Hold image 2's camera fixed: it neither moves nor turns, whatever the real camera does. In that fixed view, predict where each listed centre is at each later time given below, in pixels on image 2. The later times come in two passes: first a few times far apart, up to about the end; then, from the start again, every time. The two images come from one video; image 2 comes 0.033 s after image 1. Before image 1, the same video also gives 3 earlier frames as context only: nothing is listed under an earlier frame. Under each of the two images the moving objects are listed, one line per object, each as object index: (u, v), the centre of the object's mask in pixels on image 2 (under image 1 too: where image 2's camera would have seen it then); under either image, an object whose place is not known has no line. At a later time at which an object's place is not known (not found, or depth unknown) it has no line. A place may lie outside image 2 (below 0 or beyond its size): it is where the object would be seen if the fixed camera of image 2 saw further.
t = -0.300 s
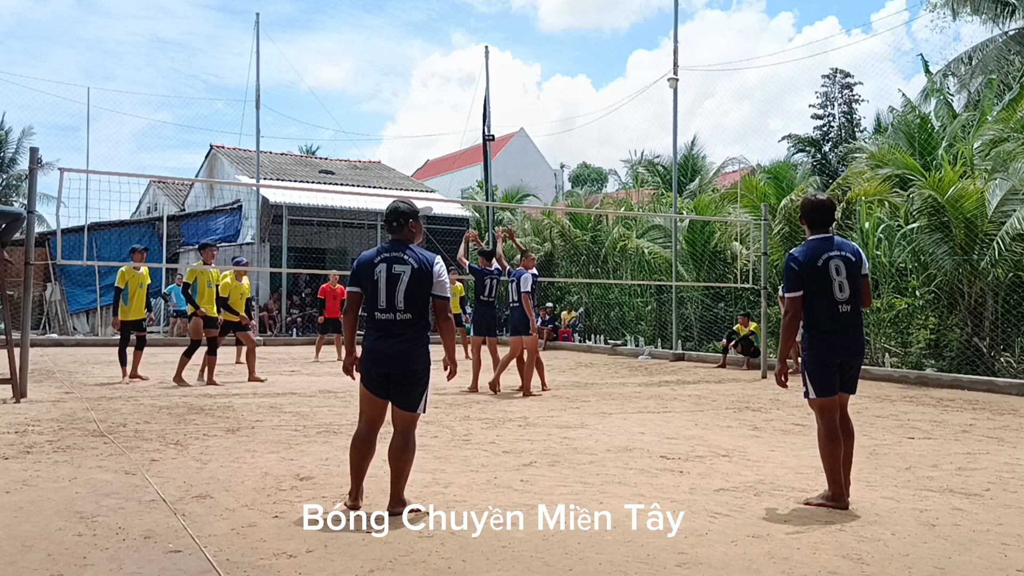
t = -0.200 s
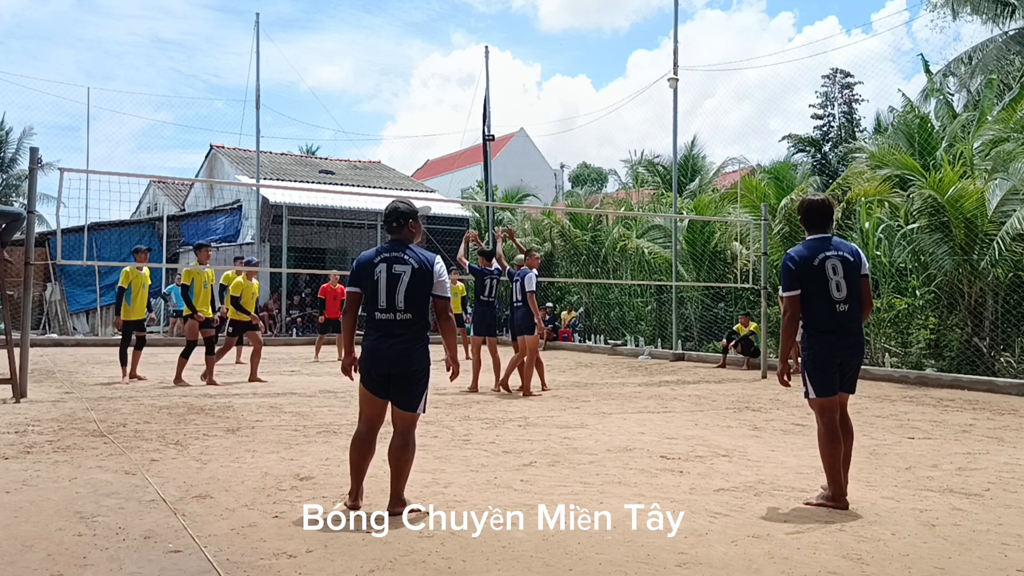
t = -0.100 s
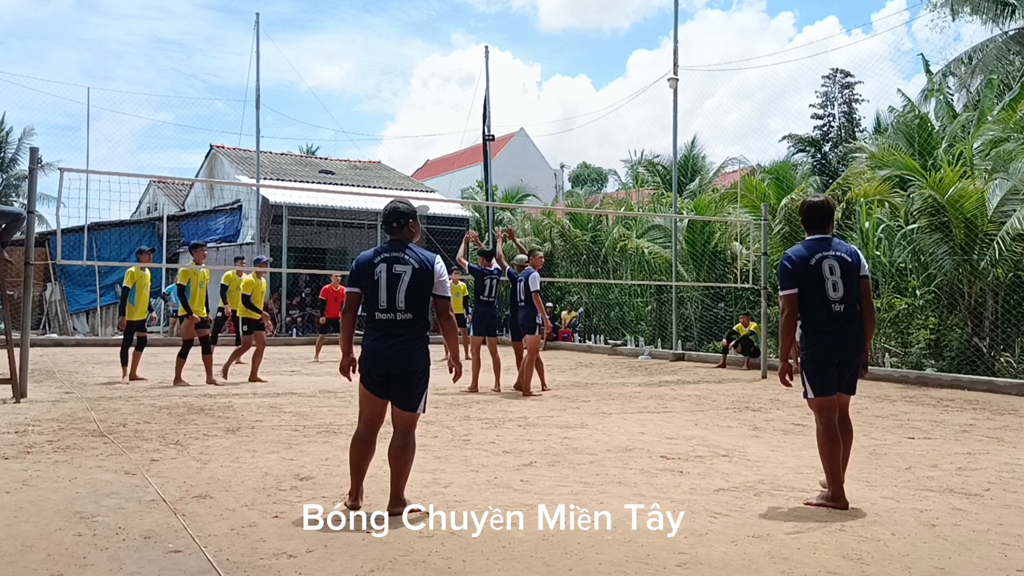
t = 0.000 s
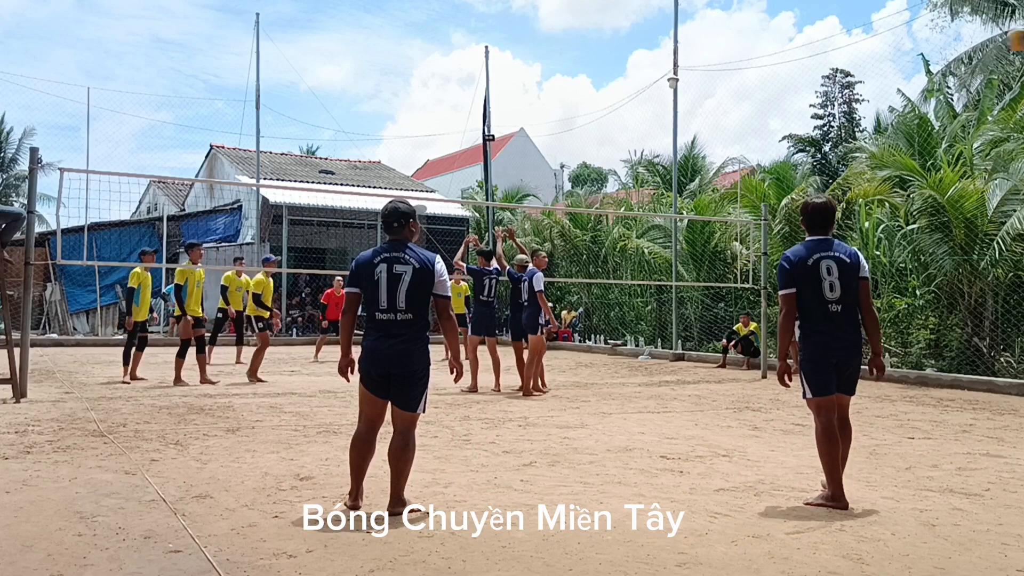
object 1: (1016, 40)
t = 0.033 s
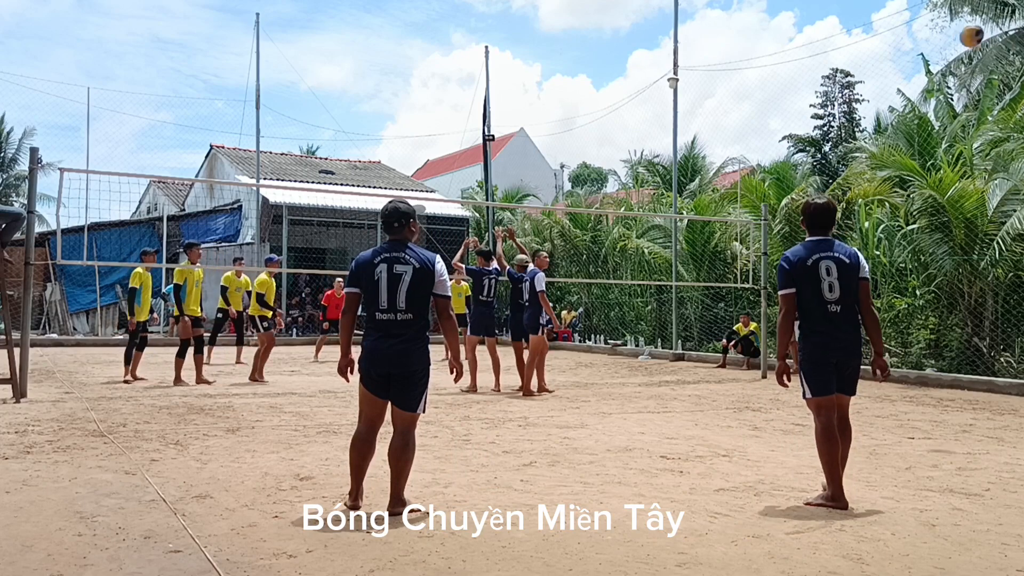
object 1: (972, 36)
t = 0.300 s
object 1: (681, 48)
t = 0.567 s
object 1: (496, 100)
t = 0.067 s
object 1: (927, 35)
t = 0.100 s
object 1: (884, 34)
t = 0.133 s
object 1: (845, 35)
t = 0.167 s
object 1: (808, 36)
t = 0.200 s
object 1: (773, 38)
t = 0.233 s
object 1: (740, 41)
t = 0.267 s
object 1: (710, 44)
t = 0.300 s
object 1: (681, 48)
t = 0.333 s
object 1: (653, 53)
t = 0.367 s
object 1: (627, 58)
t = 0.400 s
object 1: (602, 63)
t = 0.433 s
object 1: (579, 69)
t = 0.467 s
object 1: (557, 76)
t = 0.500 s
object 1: (535, 84)
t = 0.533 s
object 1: (515, 92)
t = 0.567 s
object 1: (496, 100)
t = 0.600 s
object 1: (477, 109)
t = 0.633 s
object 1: (460, 119)
